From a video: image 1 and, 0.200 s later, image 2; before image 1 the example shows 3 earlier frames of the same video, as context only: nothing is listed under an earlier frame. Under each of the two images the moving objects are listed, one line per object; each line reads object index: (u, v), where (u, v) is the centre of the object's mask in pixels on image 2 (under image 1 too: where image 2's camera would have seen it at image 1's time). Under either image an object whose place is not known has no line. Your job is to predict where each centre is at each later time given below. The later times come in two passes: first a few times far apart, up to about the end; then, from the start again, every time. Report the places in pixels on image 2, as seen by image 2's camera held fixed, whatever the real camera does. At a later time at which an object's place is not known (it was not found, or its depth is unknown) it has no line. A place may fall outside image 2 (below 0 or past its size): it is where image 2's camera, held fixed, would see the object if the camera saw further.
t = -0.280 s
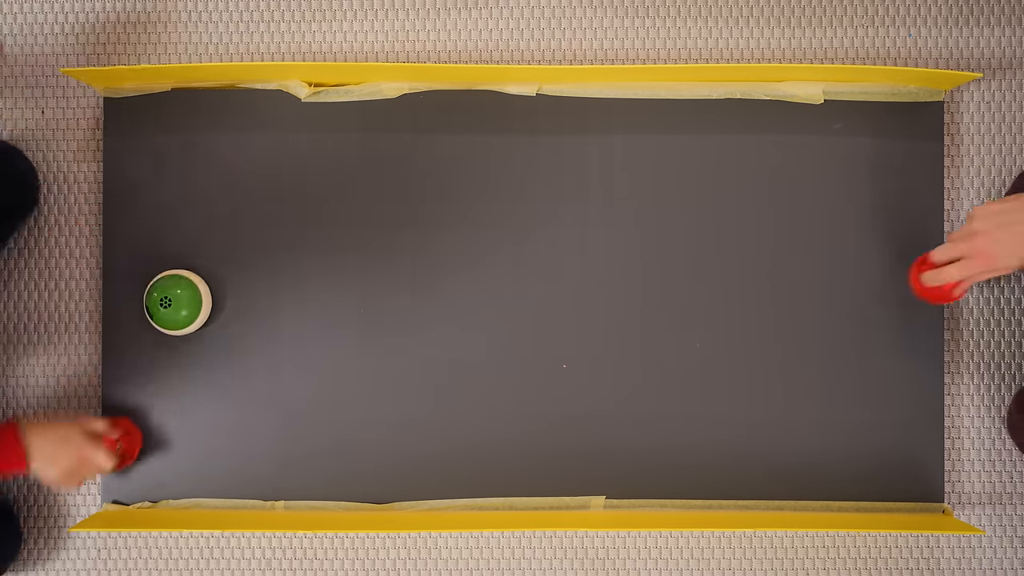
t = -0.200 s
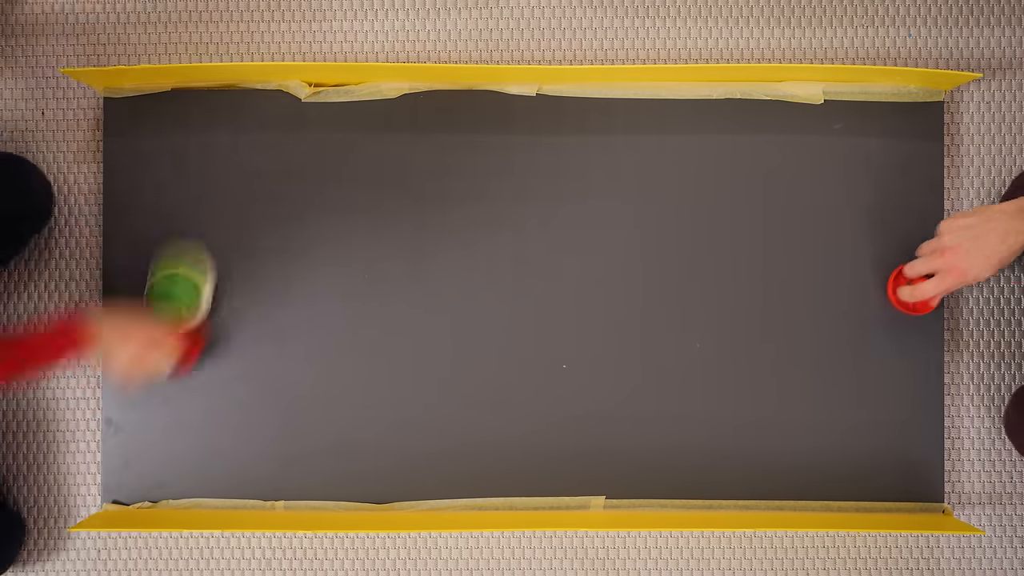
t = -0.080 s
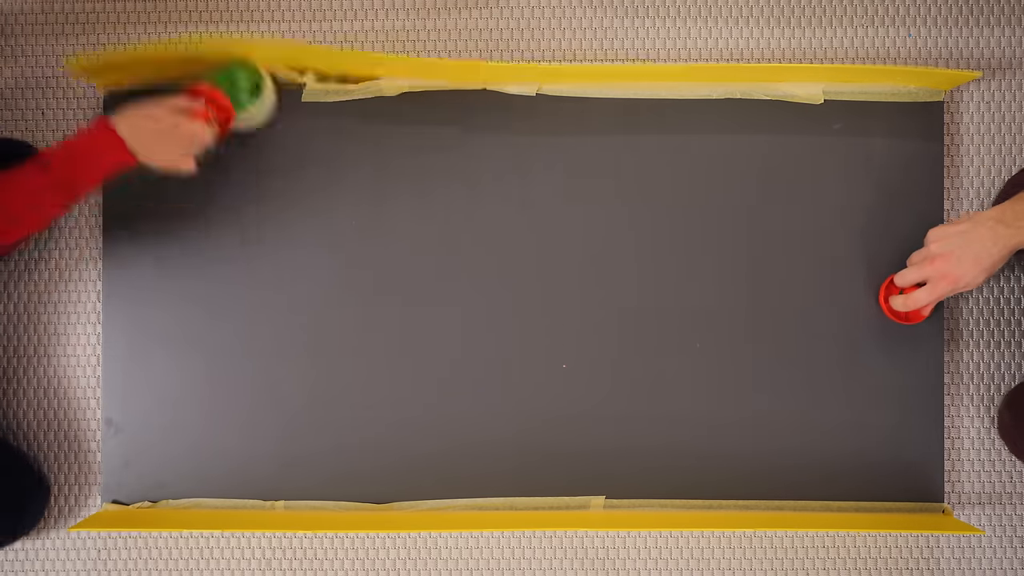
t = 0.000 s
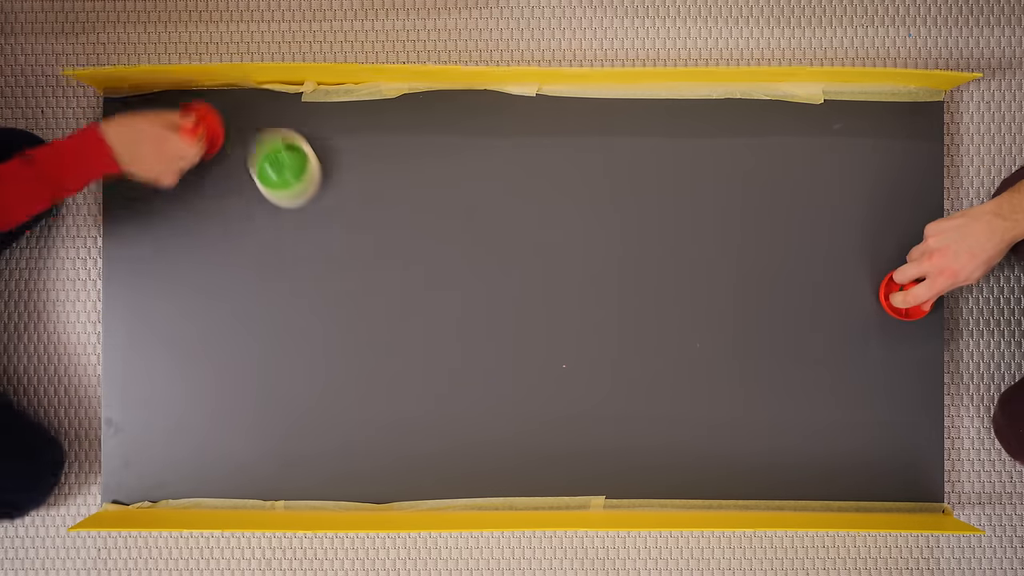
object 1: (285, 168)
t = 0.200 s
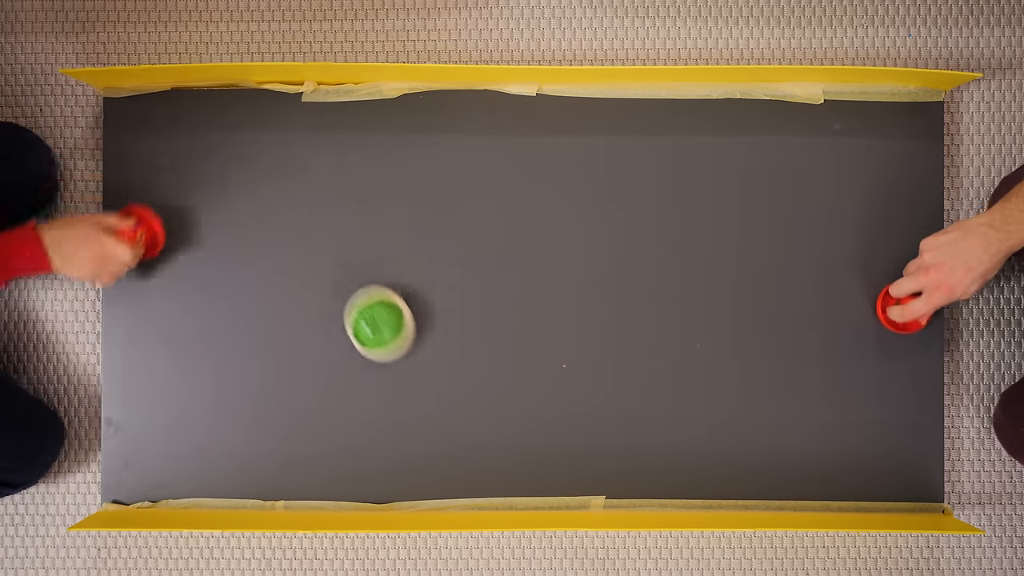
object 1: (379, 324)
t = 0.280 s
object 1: (410, 374)
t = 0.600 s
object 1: (486, 476)
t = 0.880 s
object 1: (501, 455)
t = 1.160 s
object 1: (517, 431)
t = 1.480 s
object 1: (536, 403)
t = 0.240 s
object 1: (395, 350)
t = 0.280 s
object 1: (410, 374)
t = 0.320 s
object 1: (424, 397)
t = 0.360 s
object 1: (437, 417)
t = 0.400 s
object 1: (449, 436)
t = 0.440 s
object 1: (460, 453)
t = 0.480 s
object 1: (469, 467)
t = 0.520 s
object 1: (478, 480)
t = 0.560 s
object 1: (483, 480)
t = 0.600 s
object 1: (486, 476)
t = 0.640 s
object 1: (488, 473)
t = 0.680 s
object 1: (491, 470)
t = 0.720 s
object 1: (493, 467)
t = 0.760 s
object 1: (495, 464)
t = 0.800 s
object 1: (497, 461)
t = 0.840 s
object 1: (499, 458)
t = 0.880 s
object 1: (501, 455)
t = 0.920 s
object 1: (503, 451)
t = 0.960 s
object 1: (506, 448)
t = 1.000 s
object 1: (508, 445)
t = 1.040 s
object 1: (510, 441)
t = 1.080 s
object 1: (513, 438)
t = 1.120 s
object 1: (515, 435)
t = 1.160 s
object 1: (517, 431)
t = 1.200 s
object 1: (519, 428)
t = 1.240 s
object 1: (522, 424)
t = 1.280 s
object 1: (524, 421)
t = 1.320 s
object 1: (526, 417)
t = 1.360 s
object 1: (529, 414)
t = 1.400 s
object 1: (531, 410)
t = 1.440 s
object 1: (534, 407)
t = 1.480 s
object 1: (536, 403)
